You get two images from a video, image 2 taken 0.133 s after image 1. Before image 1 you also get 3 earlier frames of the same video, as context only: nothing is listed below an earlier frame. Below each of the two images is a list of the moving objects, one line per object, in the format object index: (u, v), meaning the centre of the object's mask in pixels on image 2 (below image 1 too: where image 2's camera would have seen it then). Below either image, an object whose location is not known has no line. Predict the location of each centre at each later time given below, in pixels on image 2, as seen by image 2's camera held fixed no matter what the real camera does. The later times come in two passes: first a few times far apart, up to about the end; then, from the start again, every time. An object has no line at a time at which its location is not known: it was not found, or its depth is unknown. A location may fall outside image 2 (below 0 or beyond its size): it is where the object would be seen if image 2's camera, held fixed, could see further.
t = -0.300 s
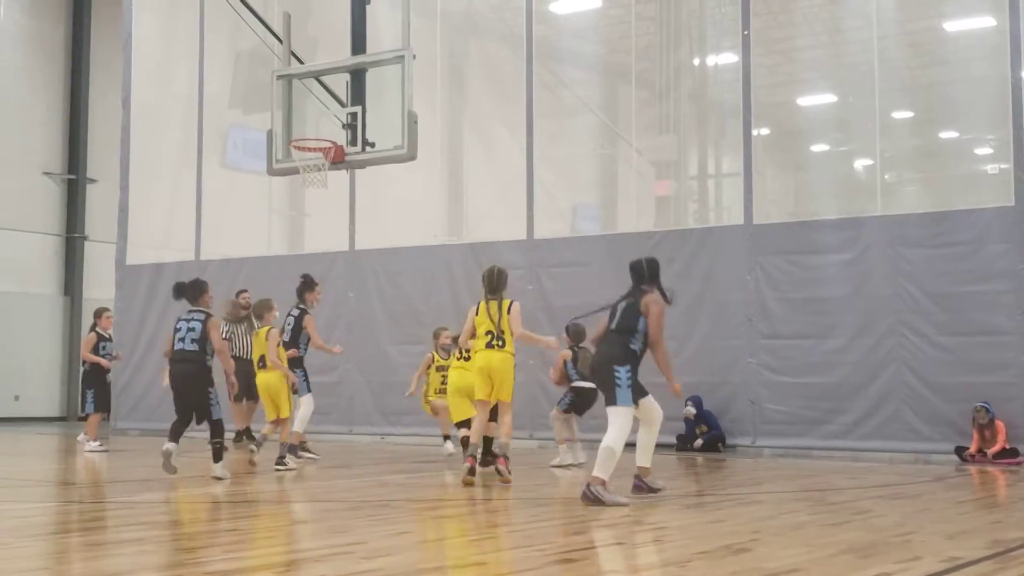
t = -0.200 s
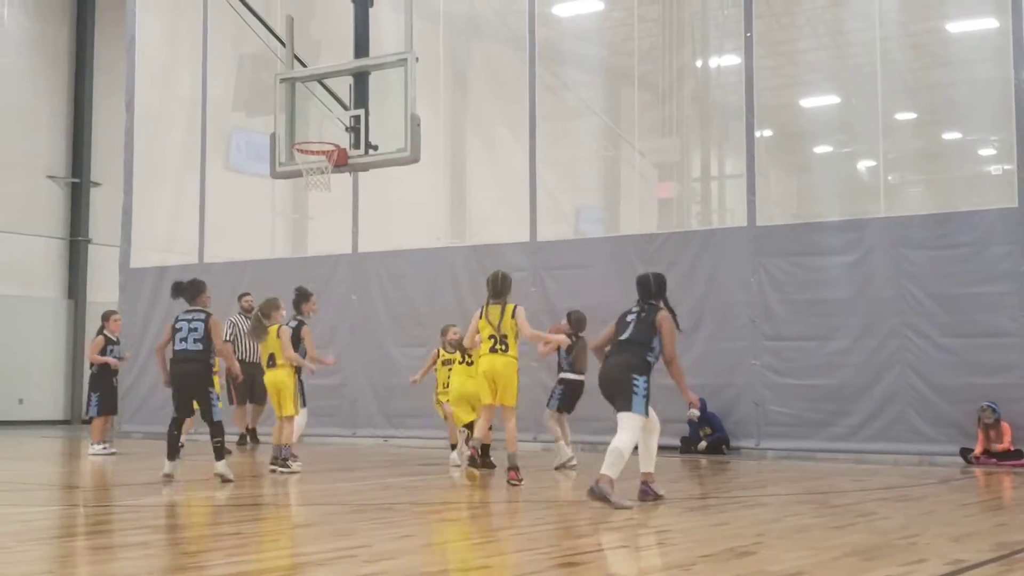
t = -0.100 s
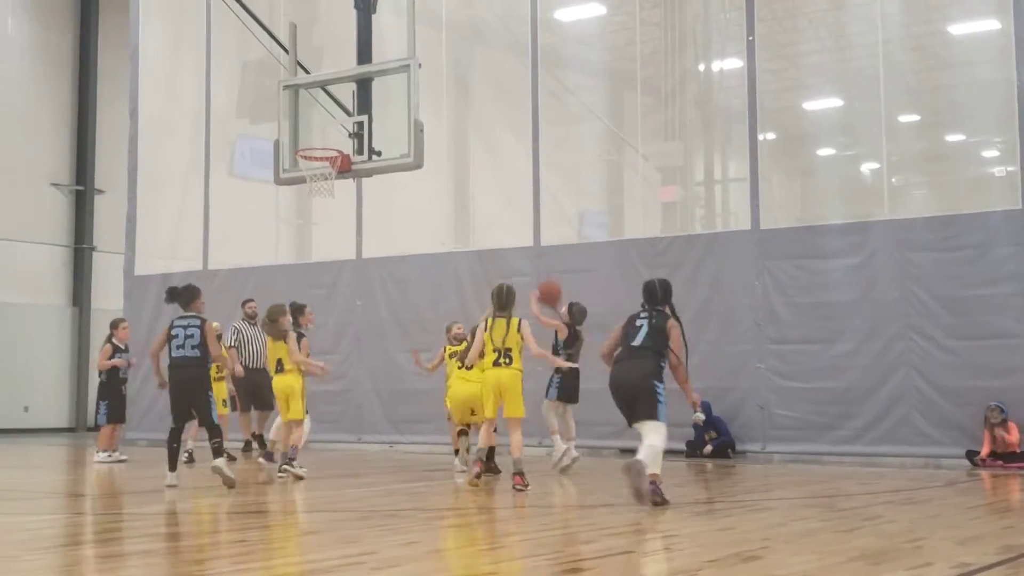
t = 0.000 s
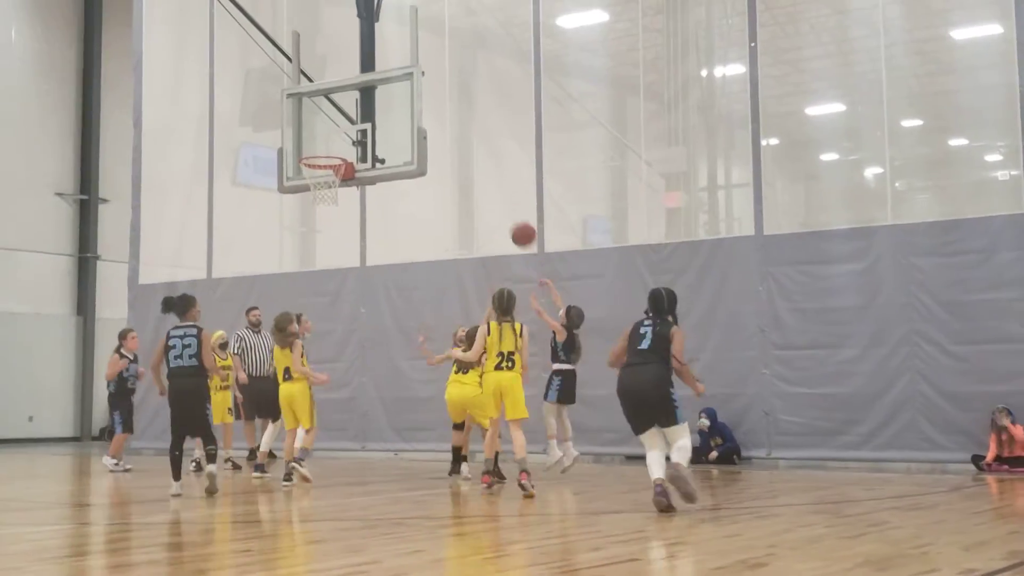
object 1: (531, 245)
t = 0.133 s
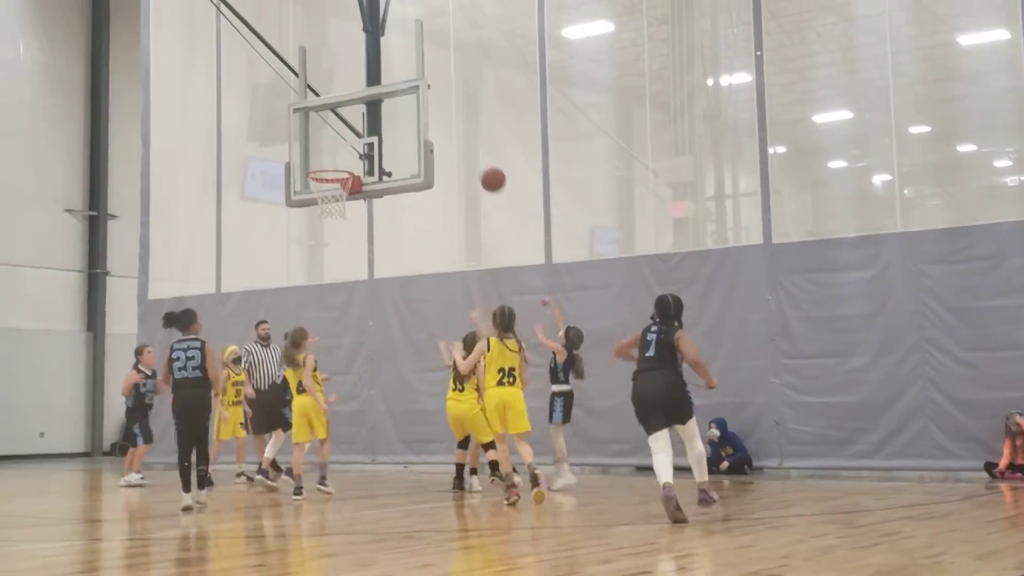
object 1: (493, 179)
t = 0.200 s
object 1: (475, 155)
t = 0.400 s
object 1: (424, 112)
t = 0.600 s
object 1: (377, 111)
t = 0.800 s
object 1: (334, 149)
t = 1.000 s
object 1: (342, 199)
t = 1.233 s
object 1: (353, 211)
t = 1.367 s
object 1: (354, 235)
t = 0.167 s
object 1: (484, 167)
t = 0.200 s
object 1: (475, 155)
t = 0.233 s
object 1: (466, 145)
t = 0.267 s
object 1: (457, 136)
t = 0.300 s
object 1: (448, 128)
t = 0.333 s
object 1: (440, 121)
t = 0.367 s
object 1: (432, 116)
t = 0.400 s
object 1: (424, 112)
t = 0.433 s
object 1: (415, 109)
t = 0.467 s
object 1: (408, 107)
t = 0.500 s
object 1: (400, 107)
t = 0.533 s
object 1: (392, 107)
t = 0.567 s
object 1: (384, 109)
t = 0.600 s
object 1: (377, 111)
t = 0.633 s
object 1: (370, 114)
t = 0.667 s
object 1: (363, 119)
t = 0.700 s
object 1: (356, 126)
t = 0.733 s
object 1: (349, 132)
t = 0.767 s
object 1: (341, 140)
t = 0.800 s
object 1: (334, 149)
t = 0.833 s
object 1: (328, 159)
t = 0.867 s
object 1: (322, 168)
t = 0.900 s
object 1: (321, 178)
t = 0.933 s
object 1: (329, 184)
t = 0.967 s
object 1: (334, 192)
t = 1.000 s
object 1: (342, 199)
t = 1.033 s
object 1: (348, 201)
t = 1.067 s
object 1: (350, 202)
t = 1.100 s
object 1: (352, 203)
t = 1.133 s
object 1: (352, 202)
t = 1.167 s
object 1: (352, 206)
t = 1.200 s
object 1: (353, 208)
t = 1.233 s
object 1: (353, 211)
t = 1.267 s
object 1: (353, 214)
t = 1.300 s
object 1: (354, 221)
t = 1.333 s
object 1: (355, 228)
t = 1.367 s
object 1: (354, 235)
